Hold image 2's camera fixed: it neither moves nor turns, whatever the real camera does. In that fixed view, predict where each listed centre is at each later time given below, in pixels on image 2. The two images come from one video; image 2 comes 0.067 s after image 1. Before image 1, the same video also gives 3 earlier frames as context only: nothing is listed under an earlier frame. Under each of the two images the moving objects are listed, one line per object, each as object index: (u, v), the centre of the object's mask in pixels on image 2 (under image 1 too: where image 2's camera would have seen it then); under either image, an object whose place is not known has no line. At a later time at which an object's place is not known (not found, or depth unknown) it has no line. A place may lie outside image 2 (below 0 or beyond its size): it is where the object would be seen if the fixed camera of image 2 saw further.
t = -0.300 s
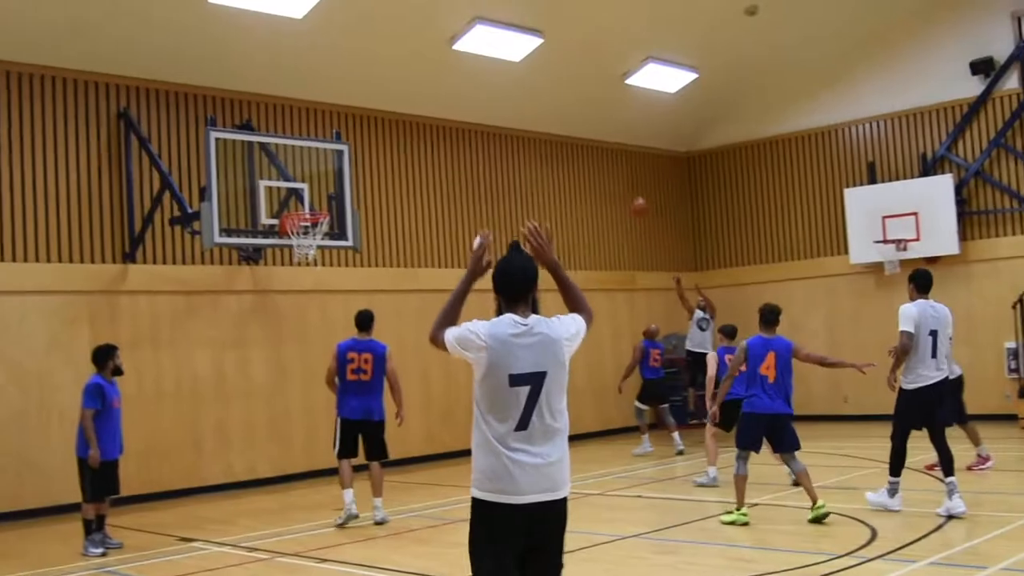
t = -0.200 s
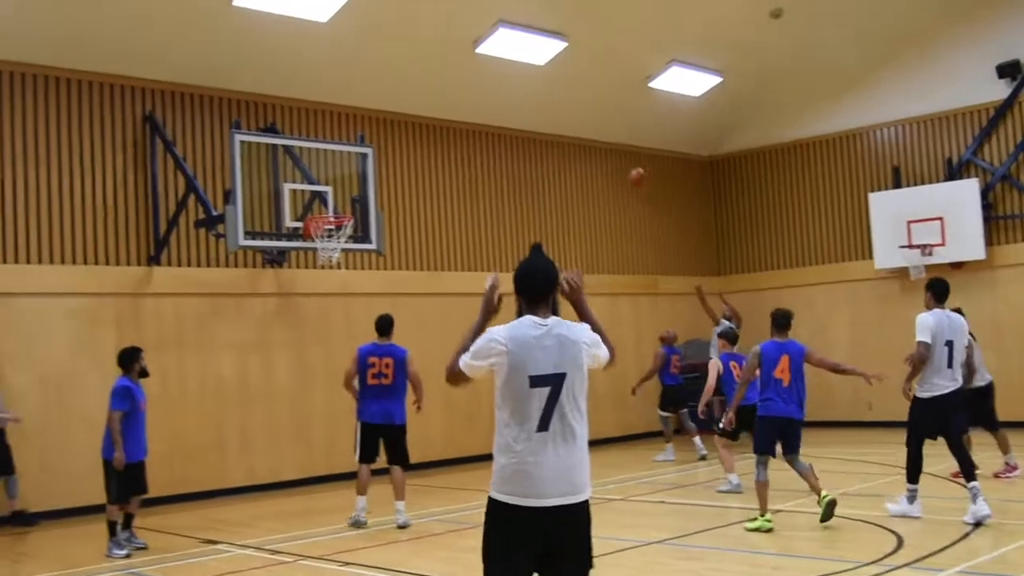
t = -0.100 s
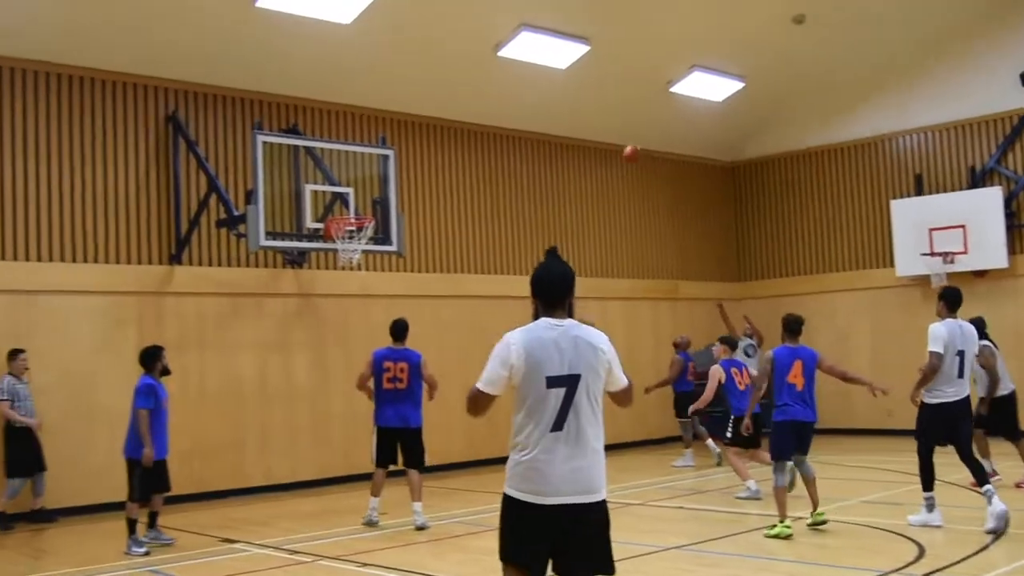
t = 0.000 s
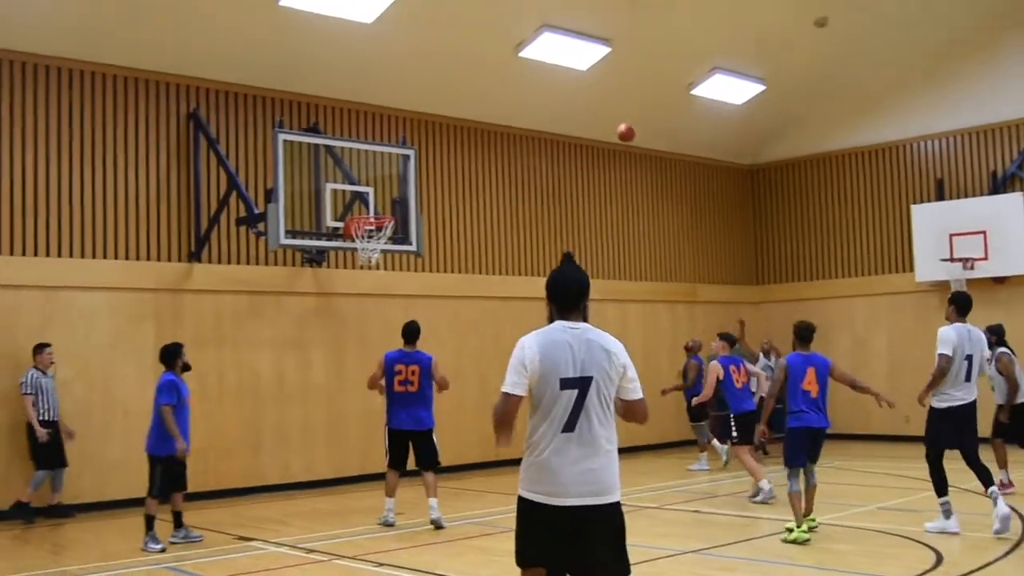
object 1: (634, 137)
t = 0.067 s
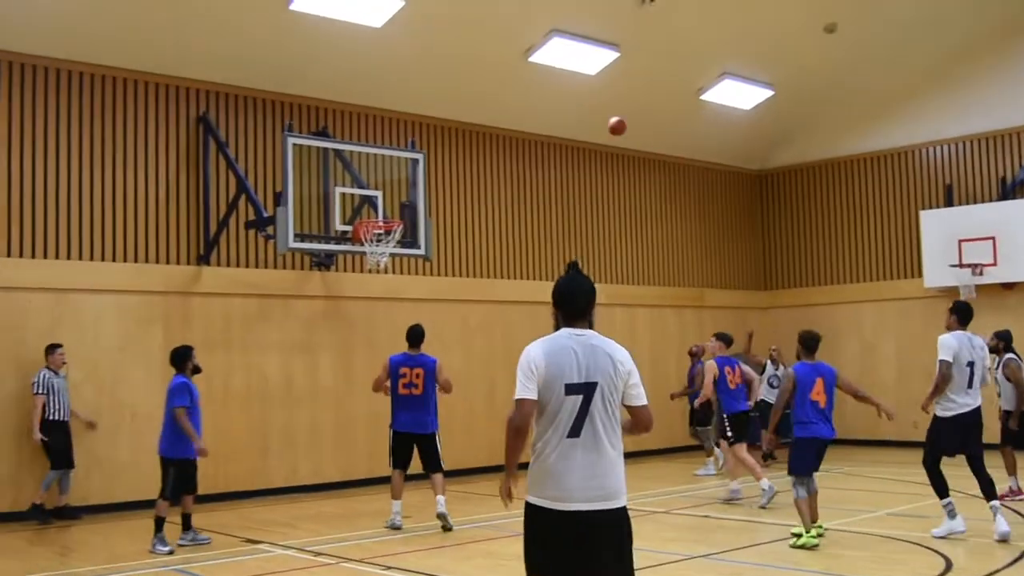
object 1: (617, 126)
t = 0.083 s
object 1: (612, 123)
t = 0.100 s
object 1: (608, 121)
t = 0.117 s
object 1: (603, 119)
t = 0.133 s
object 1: (598, 117)
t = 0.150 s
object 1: (594, 116)
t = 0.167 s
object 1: (590, 114)
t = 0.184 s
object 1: (586, 113)
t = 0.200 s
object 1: (581, 112)
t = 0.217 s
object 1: (576, 111)
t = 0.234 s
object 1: (572, 110)
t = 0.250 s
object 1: (567, 110)
